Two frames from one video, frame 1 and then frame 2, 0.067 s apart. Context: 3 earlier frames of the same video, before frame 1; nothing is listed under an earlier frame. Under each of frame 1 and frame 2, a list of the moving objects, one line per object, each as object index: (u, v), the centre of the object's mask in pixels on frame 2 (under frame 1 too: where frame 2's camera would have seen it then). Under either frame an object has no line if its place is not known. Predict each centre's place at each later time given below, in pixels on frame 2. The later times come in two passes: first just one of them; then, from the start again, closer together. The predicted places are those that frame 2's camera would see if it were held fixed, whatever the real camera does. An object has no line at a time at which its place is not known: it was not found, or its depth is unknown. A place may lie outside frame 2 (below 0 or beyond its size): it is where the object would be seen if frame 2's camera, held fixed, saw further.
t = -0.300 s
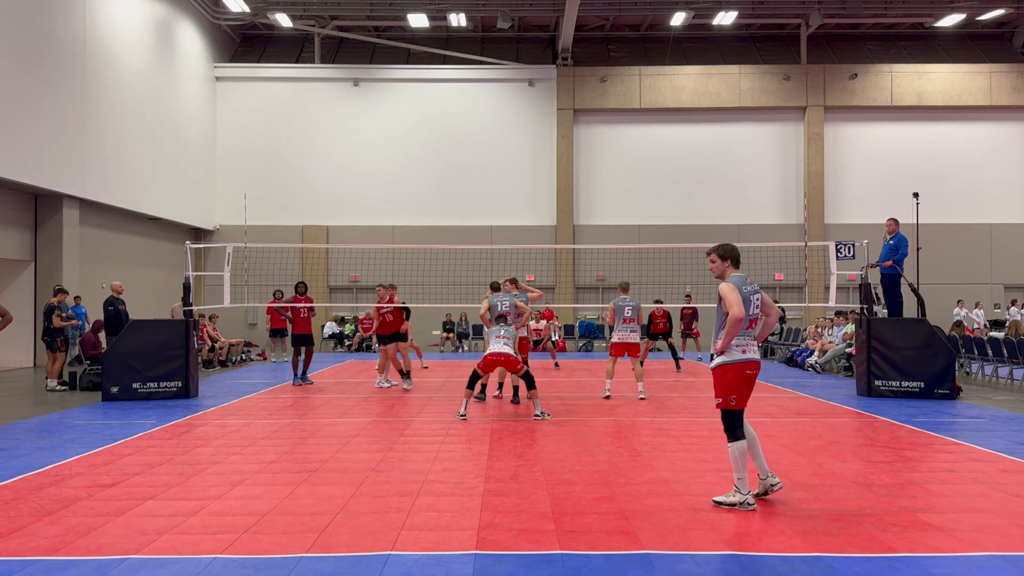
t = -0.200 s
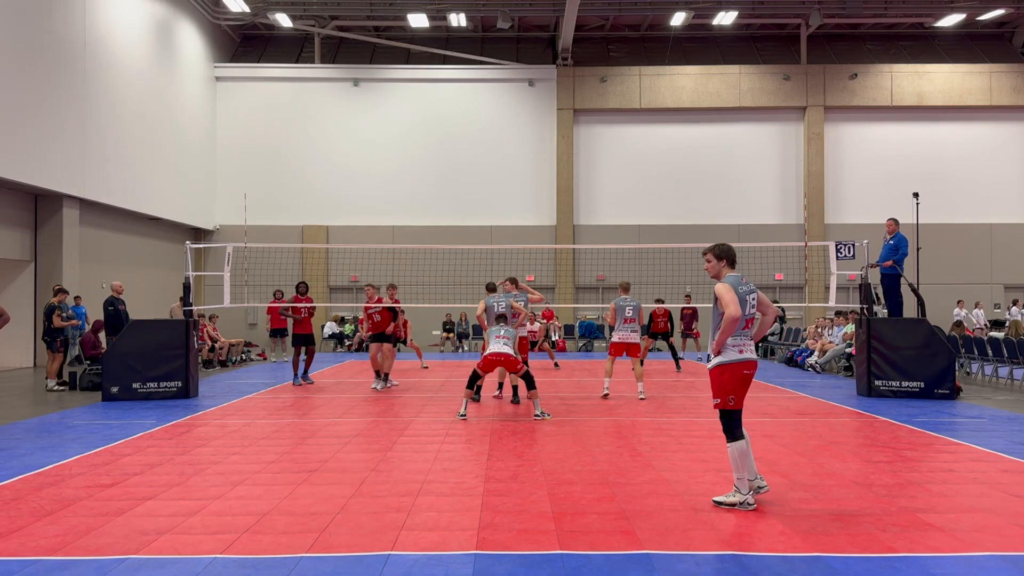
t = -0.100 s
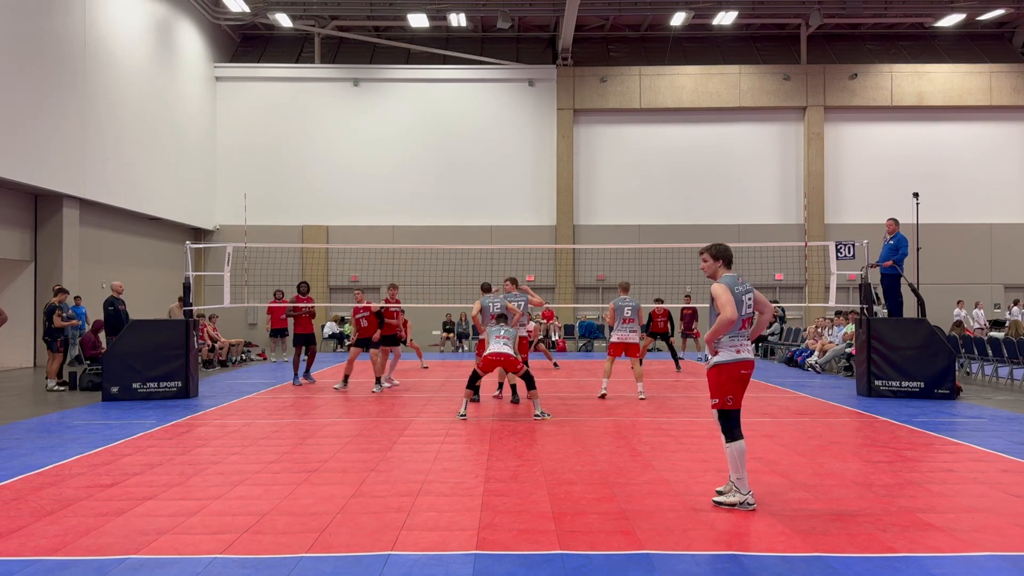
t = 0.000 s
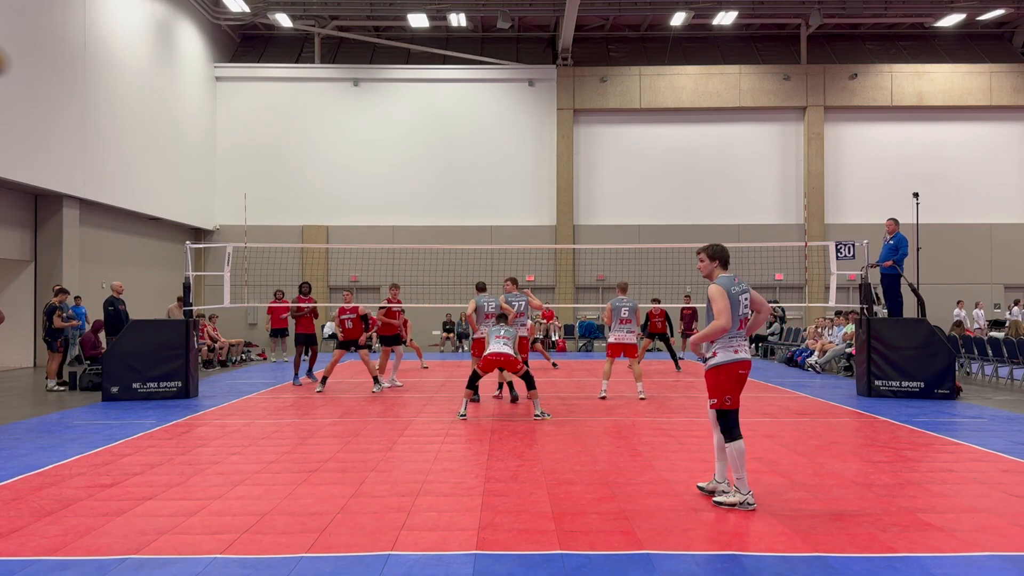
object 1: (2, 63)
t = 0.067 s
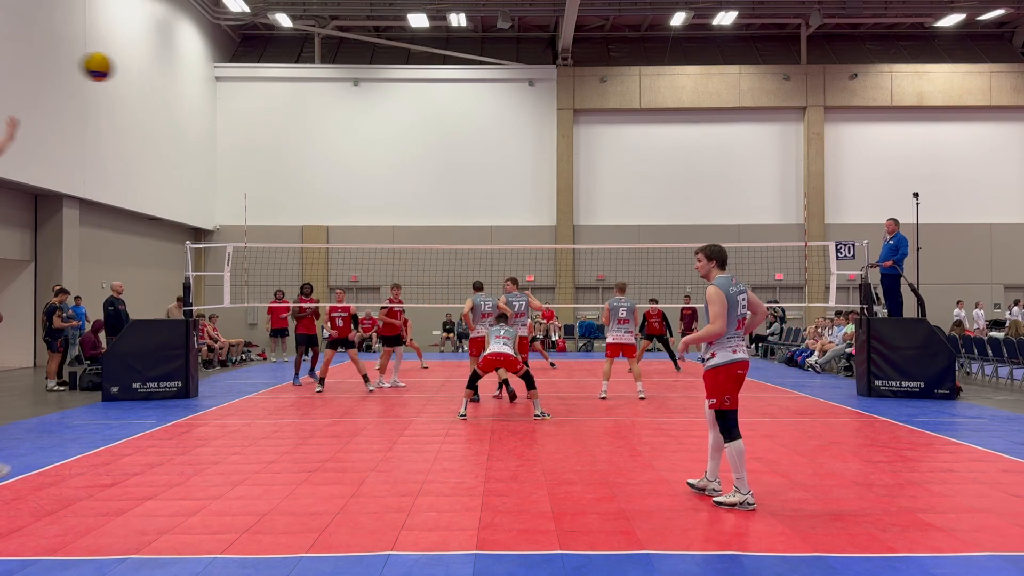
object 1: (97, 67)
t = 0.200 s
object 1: (239, 87)
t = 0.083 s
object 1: (120, 69)
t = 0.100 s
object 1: (140, 71)
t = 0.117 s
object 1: (159, 74)
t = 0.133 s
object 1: (177, 76)
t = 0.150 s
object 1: (194, 79)
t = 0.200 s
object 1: (239, 87)
